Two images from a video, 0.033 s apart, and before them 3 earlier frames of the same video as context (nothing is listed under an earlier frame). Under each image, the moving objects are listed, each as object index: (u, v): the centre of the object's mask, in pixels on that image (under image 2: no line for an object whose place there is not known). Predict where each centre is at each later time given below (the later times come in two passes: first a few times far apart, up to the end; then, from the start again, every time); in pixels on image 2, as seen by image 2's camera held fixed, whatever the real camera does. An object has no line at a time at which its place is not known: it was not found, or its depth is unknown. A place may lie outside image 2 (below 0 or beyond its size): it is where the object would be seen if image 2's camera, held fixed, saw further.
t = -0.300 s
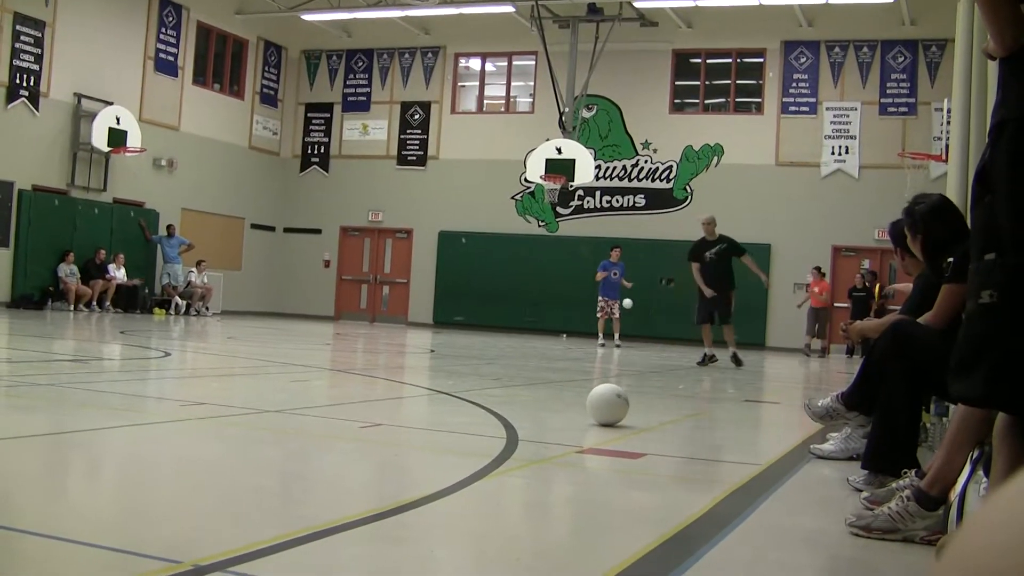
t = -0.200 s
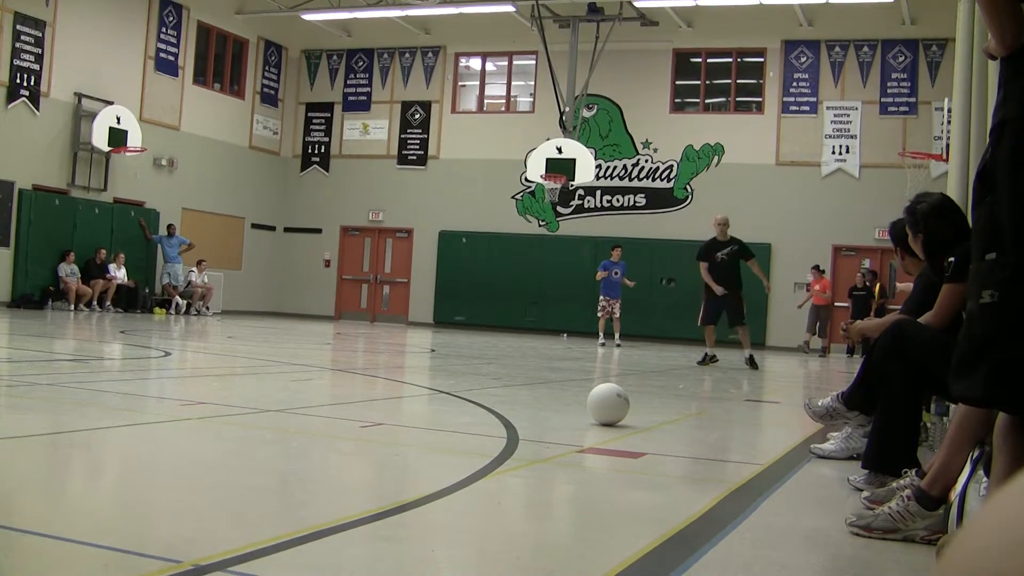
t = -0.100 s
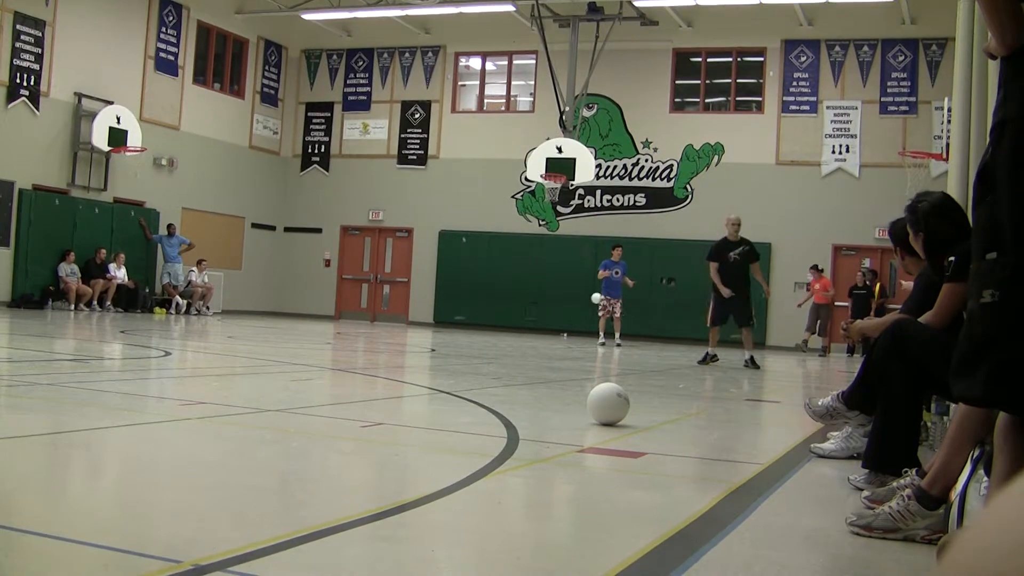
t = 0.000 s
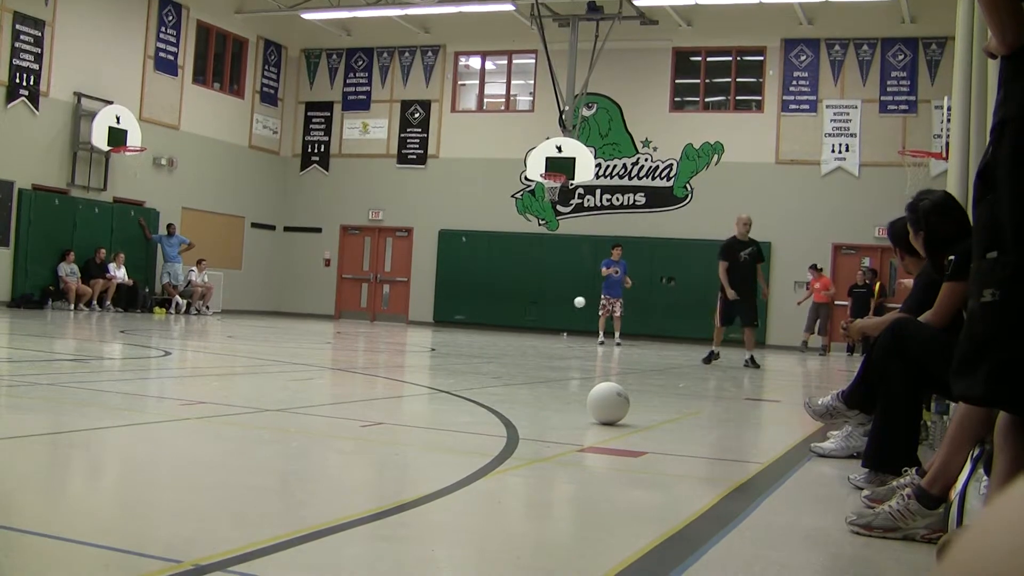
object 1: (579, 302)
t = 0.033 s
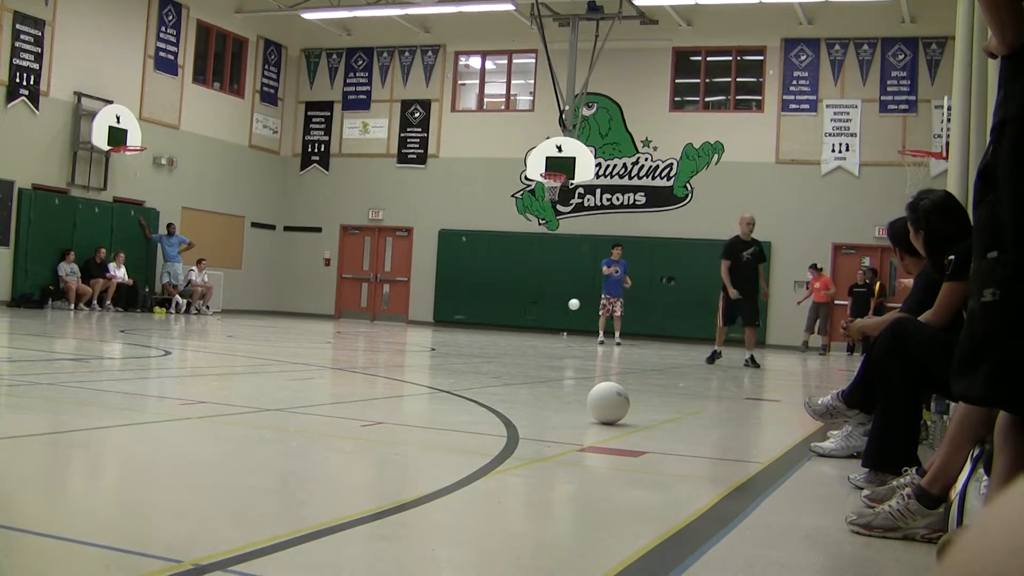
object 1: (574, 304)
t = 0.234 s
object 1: (538, 332)
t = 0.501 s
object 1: (517, 314)
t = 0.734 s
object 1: (497, 327)
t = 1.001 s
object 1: (474, 324)
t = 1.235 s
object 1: (452, 326)
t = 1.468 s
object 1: (431, 328)
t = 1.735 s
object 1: (407, 328)
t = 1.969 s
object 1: (387, 328)
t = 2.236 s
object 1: (364, 327)
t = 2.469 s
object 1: (344, 326)
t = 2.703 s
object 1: (325, 325)
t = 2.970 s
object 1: (303, 324)
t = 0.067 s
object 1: (568, 307)
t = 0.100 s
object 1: (562, 311)
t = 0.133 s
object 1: (556, 315)
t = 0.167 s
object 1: (550, 320)
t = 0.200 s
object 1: (544, 326)
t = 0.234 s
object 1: (538, 332)
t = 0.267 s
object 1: (535, 331)
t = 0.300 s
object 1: (532, 327)
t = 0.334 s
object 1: (530, 323)
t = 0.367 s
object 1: (527, 321)
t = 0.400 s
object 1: (525, 318)
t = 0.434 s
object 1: (522, 316)
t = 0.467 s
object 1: (520, 315)
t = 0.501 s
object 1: (517, 314)
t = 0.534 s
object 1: (514, 314)
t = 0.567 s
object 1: (511, 315)
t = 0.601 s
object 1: (509, 316)
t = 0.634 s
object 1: (506, 318)
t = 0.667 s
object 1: (503, 320)
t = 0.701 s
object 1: (500, 324)
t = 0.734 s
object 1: (497, 327)
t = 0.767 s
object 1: (494, 331)
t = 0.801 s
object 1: (491, 329)
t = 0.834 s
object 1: (488, 327)
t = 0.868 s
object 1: (486, 325)
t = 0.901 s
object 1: (483, 324)
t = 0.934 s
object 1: (480, 323)
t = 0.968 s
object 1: (477, 323)
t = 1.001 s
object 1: (474, 324)
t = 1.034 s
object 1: (471, 325)
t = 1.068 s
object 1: (467, 327)
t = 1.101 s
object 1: (464, 329)
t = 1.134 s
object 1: (461, 330)
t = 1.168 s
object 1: (458, 328)
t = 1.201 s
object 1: (455, 327)
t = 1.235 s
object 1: (452, 326)
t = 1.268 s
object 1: (449, 327)
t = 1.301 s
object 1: (446, 327)
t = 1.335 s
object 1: (443, 328)
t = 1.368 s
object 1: (440, 329)
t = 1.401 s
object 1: (437, 328)
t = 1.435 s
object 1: (434, 328)
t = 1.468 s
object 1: (431, 328)
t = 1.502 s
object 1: (428, 328)
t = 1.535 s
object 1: (425, 329)
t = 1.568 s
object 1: (422, 328)
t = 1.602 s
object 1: (419, 328)
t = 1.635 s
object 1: (416, 328)
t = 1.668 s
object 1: (413, 329)
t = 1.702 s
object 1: (410, 328)
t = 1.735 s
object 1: (407, 328)
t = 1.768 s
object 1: (404, 328)
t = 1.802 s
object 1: (401, 328)
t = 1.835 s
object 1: (399, 328)
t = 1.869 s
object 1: (396, 328)
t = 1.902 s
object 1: (393, 328)
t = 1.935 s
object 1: (390, 328)
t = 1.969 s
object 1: (387, 328)
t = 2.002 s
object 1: (384, 328)
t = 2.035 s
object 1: (381, 327)
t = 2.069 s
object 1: (378, 327)
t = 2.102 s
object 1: (376, 327)
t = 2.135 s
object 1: (373, 327)
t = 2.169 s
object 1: (370, 327)
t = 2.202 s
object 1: (367, 327)
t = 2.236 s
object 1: (364, 327)
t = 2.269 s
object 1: (361, 326)
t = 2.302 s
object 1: (359, 326)
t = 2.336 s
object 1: (356, 326)
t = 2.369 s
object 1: (353, 326)
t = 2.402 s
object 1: (350, 326)
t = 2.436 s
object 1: (347, 326)
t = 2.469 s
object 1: (344, 326)
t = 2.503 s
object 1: (341, 326)
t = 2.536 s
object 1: (339, 326)
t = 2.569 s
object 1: (336, 326)
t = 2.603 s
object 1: (333, 326)
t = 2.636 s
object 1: (331, 325)
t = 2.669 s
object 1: (327, 325)
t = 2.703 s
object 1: (325, 325)
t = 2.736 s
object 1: (322, 325)
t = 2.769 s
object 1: (319, 325)
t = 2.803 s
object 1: (316, 325)
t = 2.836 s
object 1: (314, 325)
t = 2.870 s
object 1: (311, 324)
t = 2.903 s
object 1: (308, 324)
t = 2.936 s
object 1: (306, 324)
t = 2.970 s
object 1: (303, 324)
